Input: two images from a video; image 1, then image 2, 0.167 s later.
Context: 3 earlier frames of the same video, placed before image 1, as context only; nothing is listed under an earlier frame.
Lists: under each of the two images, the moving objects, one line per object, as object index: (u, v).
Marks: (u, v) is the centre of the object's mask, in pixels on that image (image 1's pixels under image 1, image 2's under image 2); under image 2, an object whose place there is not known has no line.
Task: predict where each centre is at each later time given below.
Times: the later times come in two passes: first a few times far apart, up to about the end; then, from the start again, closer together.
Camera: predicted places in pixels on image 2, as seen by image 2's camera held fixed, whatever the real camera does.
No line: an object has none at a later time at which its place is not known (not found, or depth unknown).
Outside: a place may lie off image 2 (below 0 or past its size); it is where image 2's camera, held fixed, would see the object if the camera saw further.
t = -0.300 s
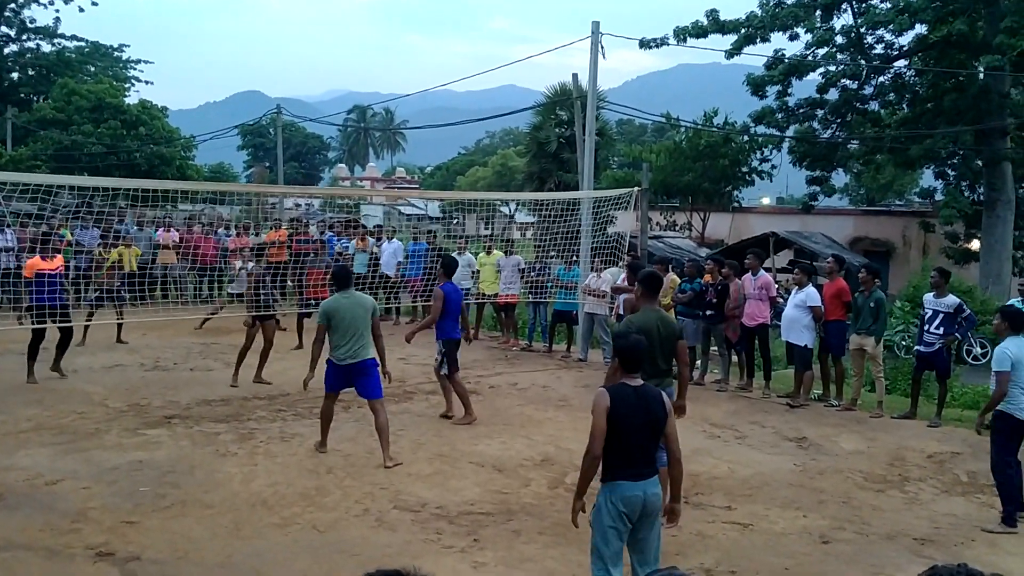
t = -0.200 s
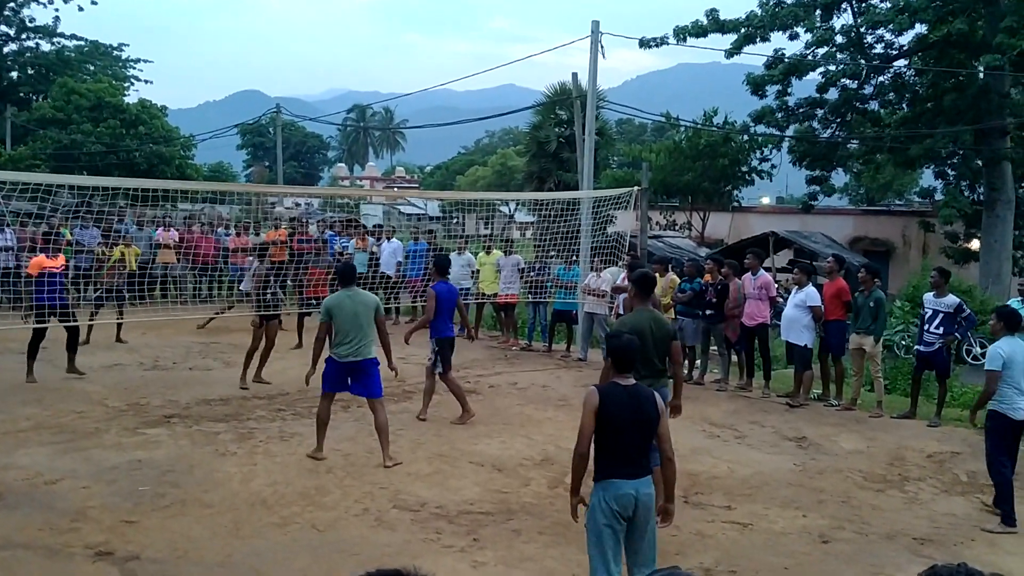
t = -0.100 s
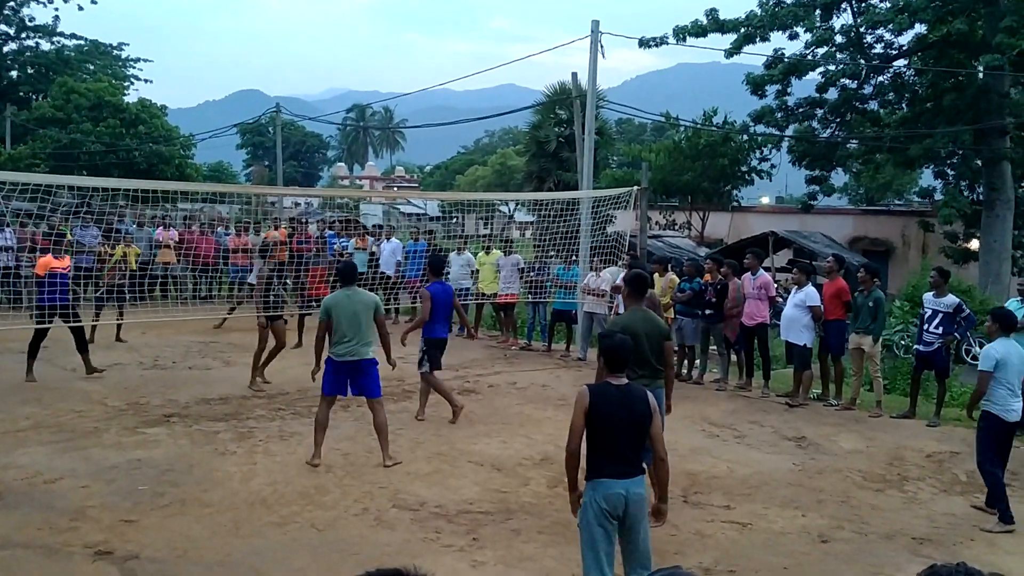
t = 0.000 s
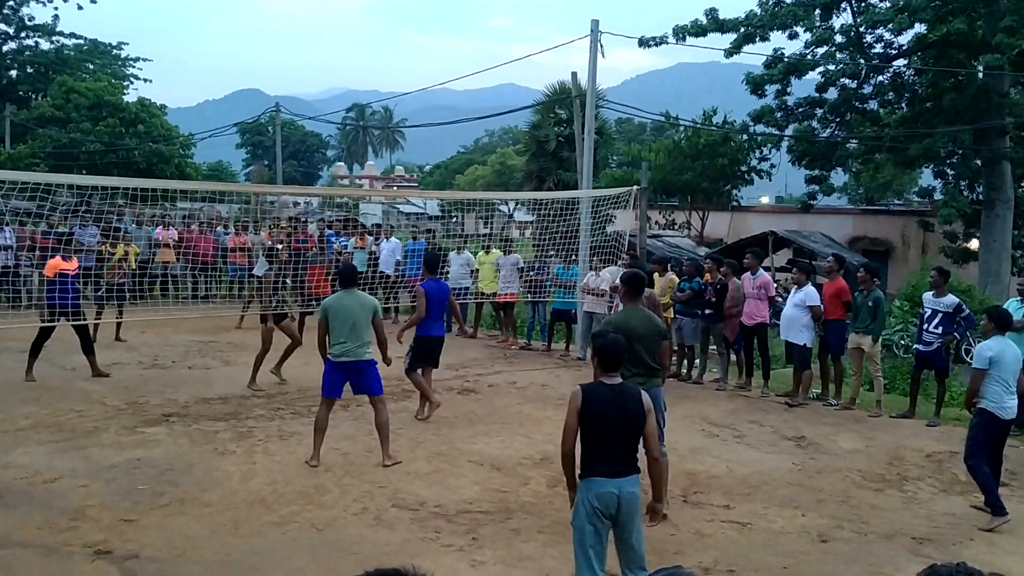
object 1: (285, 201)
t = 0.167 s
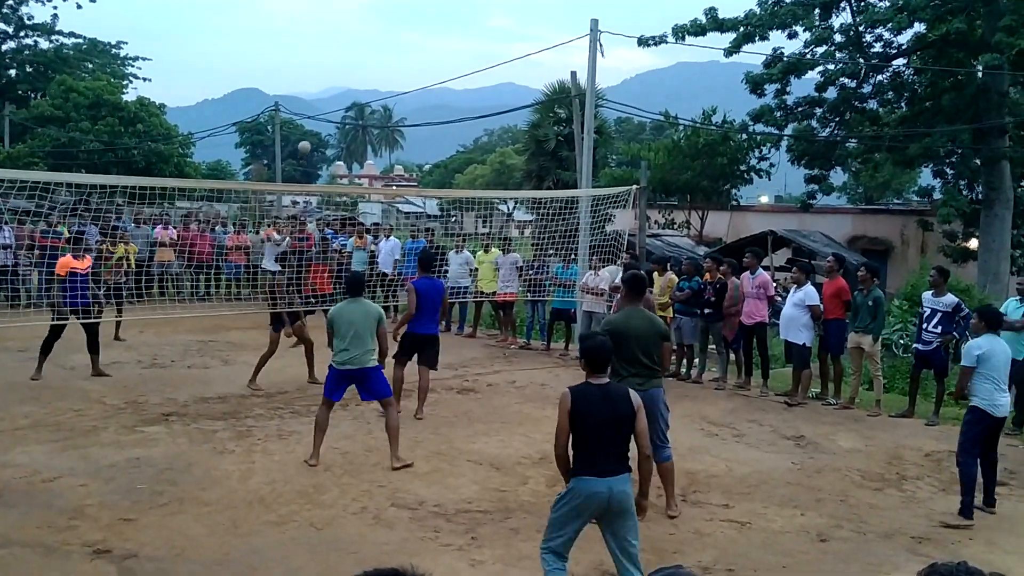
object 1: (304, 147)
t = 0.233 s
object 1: (312, 130)
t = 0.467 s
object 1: (346, 83)
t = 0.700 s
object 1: (386, 76)
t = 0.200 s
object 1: (309, 137)
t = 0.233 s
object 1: (312, 130)
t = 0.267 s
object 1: (317, 120)
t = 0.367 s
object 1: (331, 99)
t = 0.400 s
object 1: (335, 92)
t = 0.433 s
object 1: (340, 87)
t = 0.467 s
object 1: (346, 83)
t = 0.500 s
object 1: (351, 79)
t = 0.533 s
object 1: (356, 76)
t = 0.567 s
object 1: (362, 74)
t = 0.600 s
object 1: (367, 73)
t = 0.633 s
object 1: (373, 73)
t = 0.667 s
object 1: (379, 74)
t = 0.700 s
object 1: (386, 76)
